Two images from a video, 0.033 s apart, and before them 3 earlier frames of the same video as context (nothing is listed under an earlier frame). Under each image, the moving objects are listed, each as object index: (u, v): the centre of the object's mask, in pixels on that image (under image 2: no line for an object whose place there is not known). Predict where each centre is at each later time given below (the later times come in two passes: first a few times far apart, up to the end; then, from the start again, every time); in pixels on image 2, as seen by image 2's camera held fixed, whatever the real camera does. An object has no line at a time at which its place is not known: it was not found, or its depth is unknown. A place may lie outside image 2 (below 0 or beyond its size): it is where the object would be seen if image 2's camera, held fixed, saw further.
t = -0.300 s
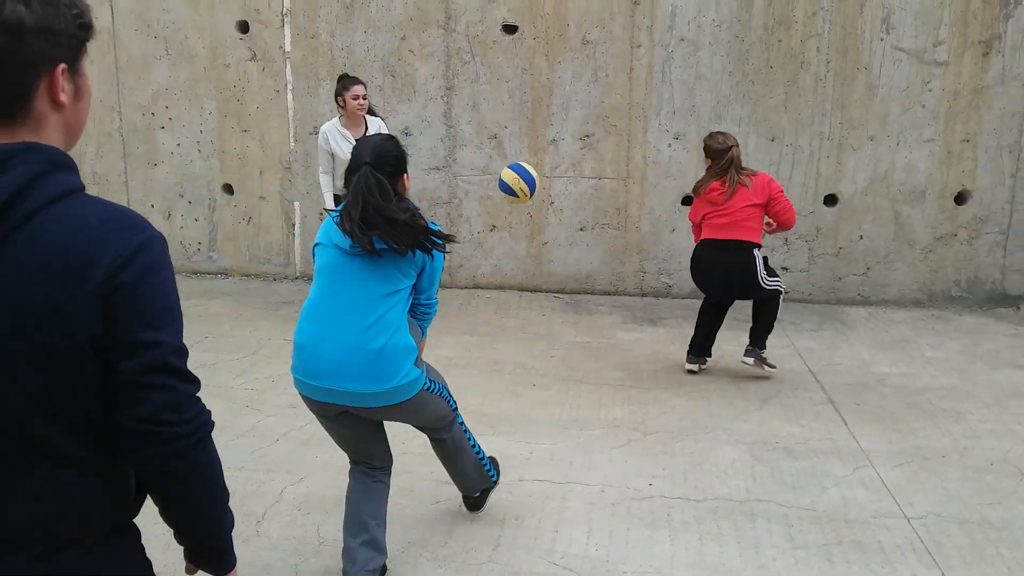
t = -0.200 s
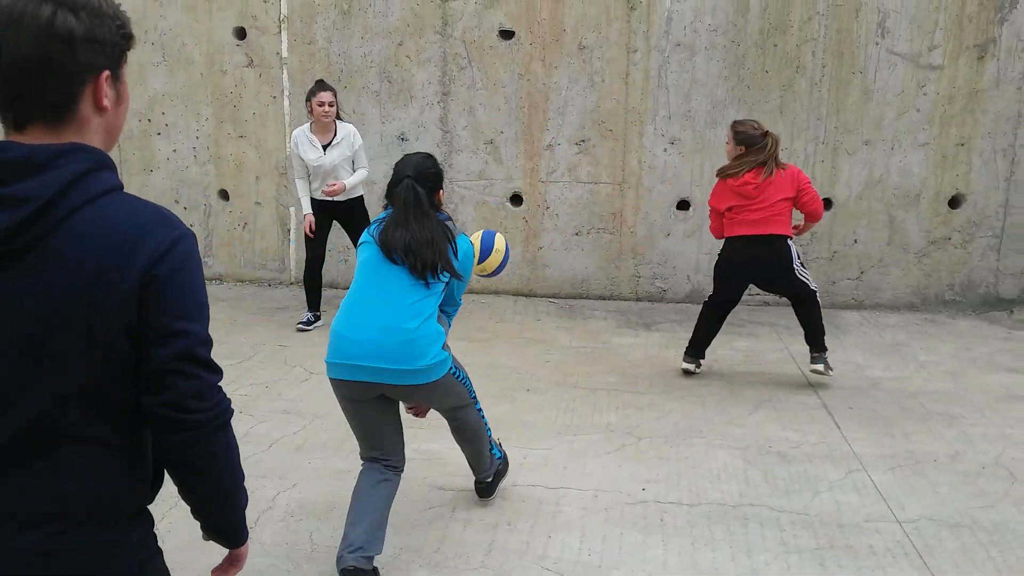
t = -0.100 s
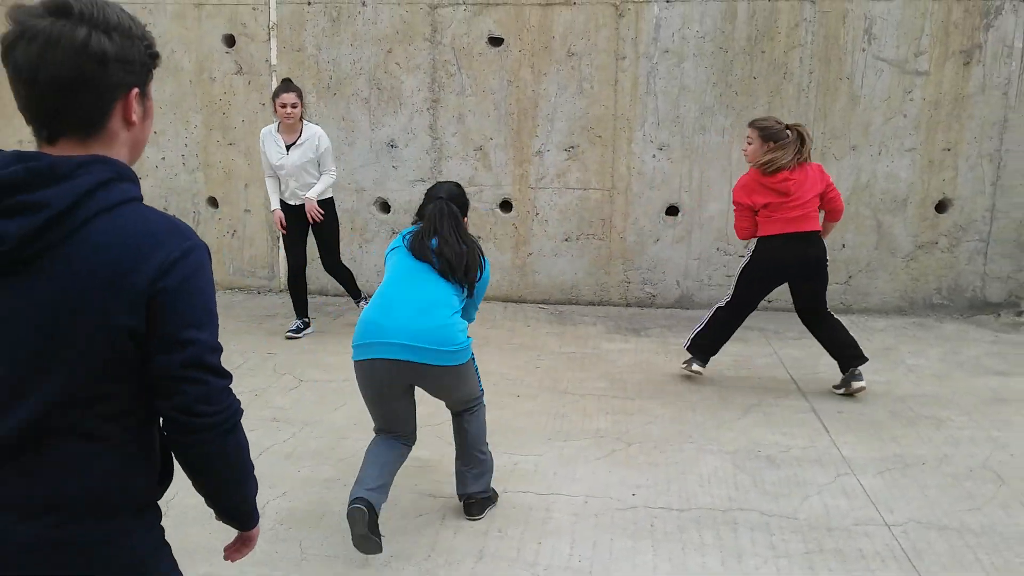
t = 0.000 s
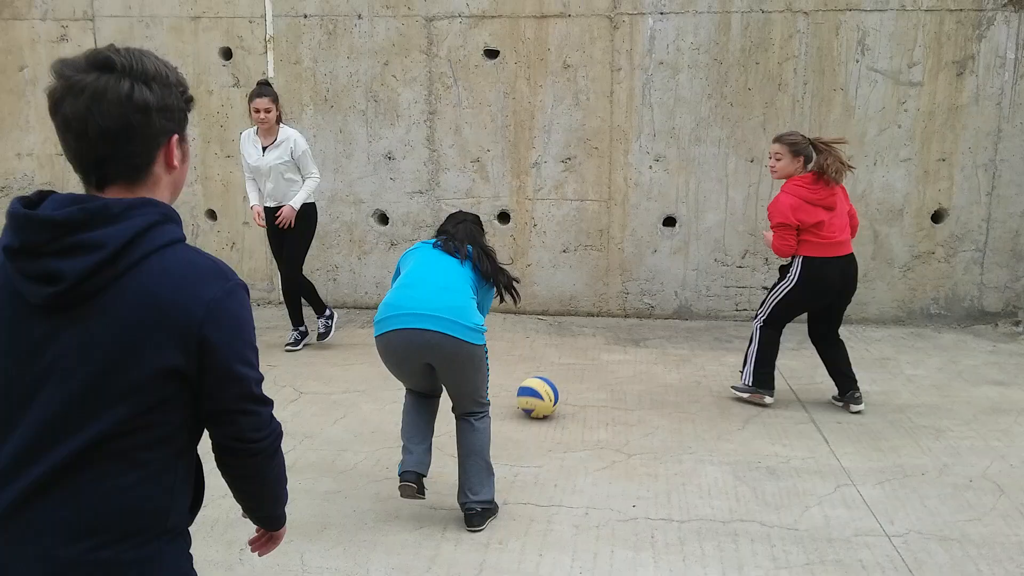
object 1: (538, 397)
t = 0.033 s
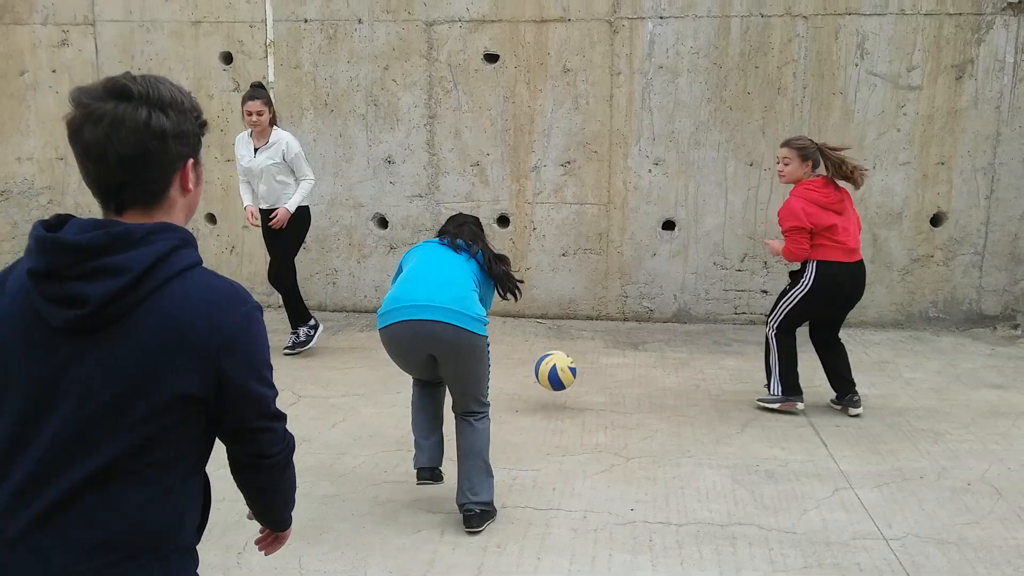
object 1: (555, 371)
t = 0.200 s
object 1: (635, 274)
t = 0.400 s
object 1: (705, 240)
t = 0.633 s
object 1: (771, 258)
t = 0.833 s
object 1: (840, 357)
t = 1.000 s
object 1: (886, 348)
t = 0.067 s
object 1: (574, 346)
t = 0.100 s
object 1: (590, 324)
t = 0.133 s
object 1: (606, 305)
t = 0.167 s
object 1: (621, 288)
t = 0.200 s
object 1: (635, 274)
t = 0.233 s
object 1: (648, 264)
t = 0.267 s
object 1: (661, 254)
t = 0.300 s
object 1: (673, 248)
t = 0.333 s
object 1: (685, 244)
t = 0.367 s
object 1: (695, 241)
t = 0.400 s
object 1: (705, 240)
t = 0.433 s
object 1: (714, 239)
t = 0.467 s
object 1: (722, 239)
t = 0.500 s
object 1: (732, 239)
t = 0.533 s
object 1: (741, 241)
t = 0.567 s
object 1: (751, 245)
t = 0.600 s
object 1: (761, 251)
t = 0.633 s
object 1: (771, 258)
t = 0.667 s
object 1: (782, 268)
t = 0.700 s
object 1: (793, 281)
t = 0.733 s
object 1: (804, 295)
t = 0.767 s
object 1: (815, 312)
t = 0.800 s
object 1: (827, 334)
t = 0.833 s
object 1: (840, 357)
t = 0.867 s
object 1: (852, 384)
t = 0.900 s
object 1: (861, 383)
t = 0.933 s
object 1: (870, 370)
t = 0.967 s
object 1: (878, 358)
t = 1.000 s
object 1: (886, 348)
